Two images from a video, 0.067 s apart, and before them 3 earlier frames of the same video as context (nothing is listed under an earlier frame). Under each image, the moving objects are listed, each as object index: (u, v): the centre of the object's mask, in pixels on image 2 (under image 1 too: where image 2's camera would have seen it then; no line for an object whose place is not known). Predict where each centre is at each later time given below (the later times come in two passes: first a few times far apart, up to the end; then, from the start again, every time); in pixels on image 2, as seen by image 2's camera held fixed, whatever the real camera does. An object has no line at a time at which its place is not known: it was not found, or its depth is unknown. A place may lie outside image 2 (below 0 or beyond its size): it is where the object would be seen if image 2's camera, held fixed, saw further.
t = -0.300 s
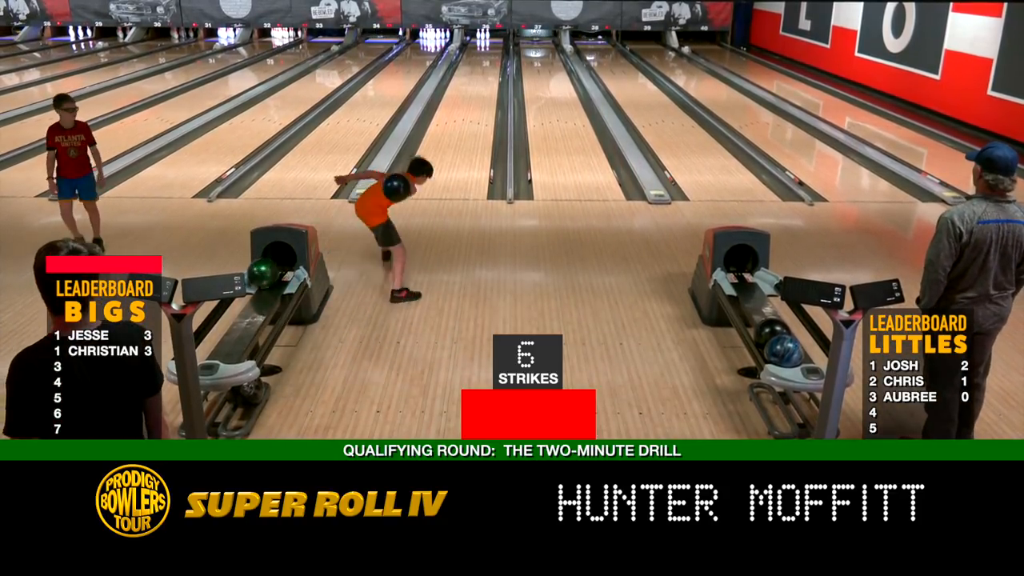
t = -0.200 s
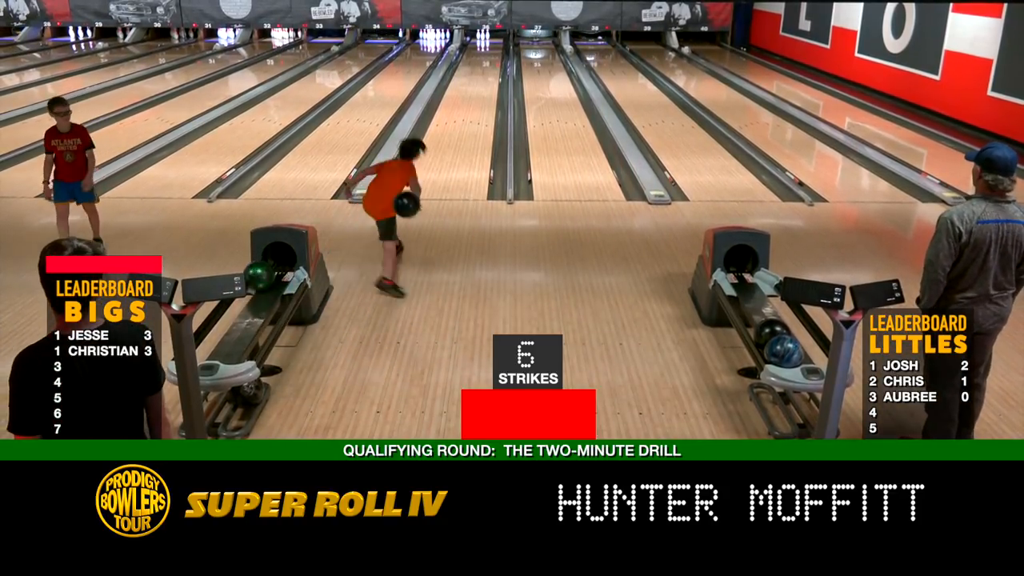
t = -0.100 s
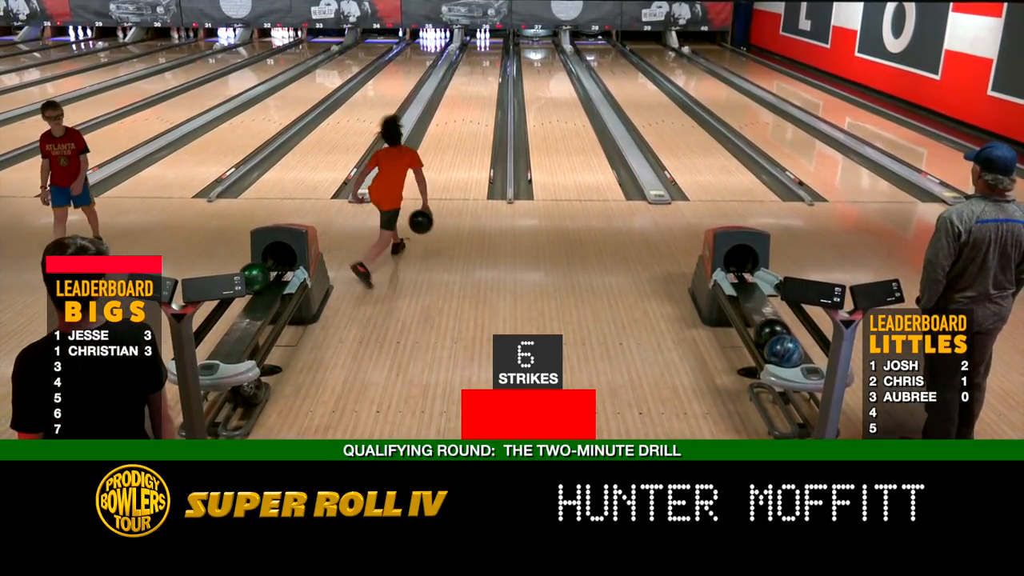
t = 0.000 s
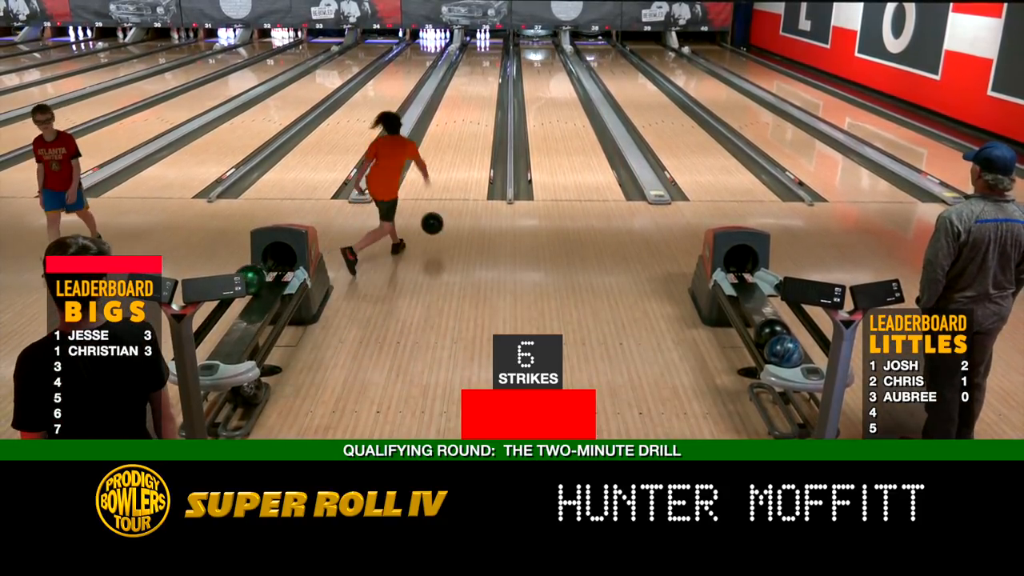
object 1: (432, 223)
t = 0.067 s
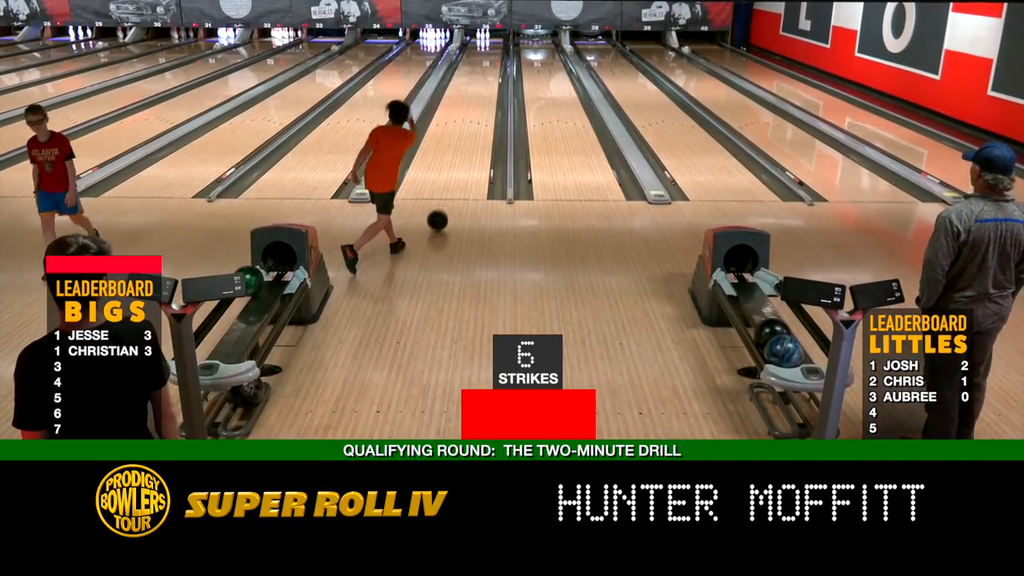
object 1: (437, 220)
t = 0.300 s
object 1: (451, 180)
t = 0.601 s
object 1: (461, 143)
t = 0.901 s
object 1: (469, 117)
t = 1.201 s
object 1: (475, 97)
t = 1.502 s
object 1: (479, 82)
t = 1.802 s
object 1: (482, 70)
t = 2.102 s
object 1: (485, 60)
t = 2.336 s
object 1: (486, 54)
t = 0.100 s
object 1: (439, 212)
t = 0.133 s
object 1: (442, 207)
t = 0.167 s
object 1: (444, 202)
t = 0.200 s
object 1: (445, 196)
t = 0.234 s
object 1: (447, 190)
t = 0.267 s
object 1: (449, 185)
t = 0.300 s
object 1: (451, 180)
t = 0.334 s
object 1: (452, 175)
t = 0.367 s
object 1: (453, 171)
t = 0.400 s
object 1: (454, 166)
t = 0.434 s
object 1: (456, 162)
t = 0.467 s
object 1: (457, 158)
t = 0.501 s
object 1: (458, 154)
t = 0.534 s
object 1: (459, 150)
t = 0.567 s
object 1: (460, 147)
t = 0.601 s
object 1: (461, 143)
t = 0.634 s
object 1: (462, 140)
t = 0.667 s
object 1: (463, 136)
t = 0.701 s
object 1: (464, 134)
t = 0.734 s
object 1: (465, 130)
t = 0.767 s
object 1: (466, 128)
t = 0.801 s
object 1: (467, 125)
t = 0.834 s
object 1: (468, 122)
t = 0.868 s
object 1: (468, 119)
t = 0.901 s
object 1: (469, 117)
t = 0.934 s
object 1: (470, 114)
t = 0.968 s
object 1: (470, 112)
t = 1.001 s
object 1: (471, 110)
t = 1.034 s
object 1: (472, 107)
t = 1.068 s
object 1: (472, 105)
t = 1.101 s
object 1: (473, 103)
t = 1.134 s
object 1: (474, 101)
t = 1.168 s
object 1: (474, 99)
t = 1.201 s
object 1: (475, 97)
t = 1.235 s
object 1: (475, 95)
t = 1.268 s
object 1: (476, 93)
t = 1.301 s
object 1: (476, 92)
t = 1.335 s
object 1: (477, 90)
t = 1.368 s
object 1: (477, 88)
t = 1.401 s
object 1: (477, 86)
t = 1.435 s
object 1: (478, 85)
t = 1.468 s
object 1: (478, 83)
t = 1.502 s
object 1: (479, 82)
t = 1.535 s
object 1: (479, 80)
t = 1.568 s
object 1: (479, 79)
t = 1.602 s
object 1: (480, 77)
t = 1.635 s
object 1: (480, 76)
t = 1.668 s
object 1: (481, 75)
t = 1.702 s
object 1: (481, 73)
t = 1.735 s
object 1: (481, 72)
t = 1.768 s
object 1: (481, 71)
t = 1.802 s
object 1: (482, 70)
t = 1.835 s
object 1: (482, 69)
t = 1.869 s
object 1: (482, 68)
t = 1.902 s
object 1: (483, 66)
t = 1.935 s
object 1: (483, 66)
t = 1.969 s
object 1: (483, 64)
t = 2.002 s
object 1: (484, 63)
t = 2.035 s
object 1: (484, 62)
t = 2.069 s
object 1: (484, 61)
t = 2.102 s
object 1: (485, 60)
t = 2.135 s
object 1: (485, 60)
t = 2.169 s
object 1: (485, 58)
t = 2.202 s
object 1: (485, 57)
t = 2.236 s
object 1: (486, 56)
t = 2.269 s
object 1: (486, 55)
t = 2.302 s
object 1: (486, 55)
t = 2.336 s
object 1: (486, 54)
